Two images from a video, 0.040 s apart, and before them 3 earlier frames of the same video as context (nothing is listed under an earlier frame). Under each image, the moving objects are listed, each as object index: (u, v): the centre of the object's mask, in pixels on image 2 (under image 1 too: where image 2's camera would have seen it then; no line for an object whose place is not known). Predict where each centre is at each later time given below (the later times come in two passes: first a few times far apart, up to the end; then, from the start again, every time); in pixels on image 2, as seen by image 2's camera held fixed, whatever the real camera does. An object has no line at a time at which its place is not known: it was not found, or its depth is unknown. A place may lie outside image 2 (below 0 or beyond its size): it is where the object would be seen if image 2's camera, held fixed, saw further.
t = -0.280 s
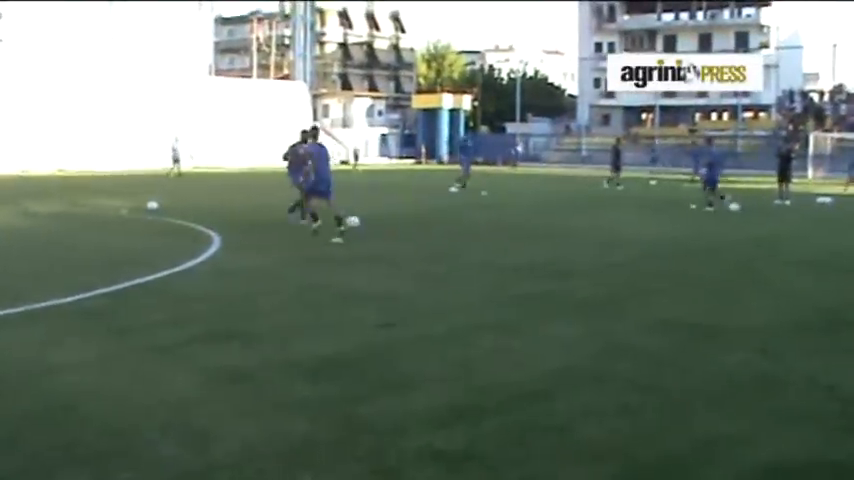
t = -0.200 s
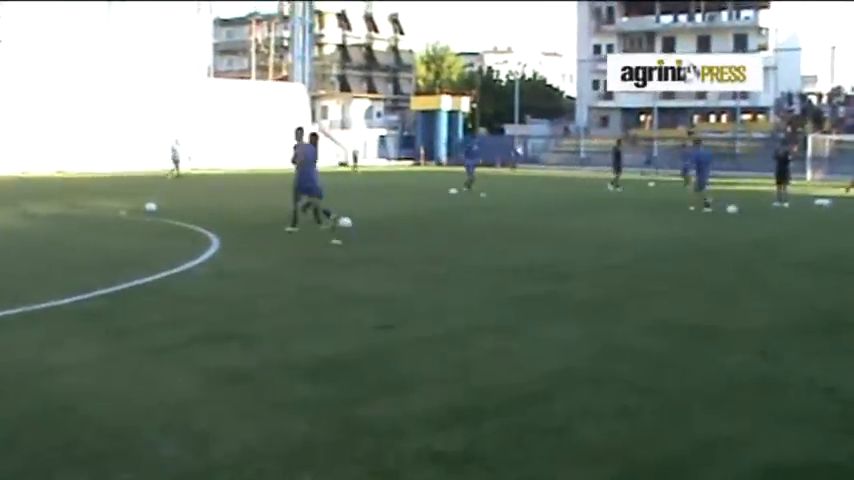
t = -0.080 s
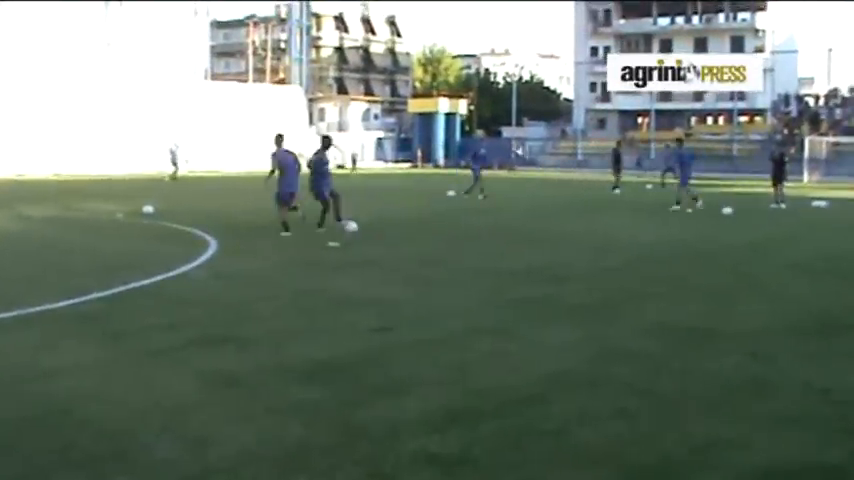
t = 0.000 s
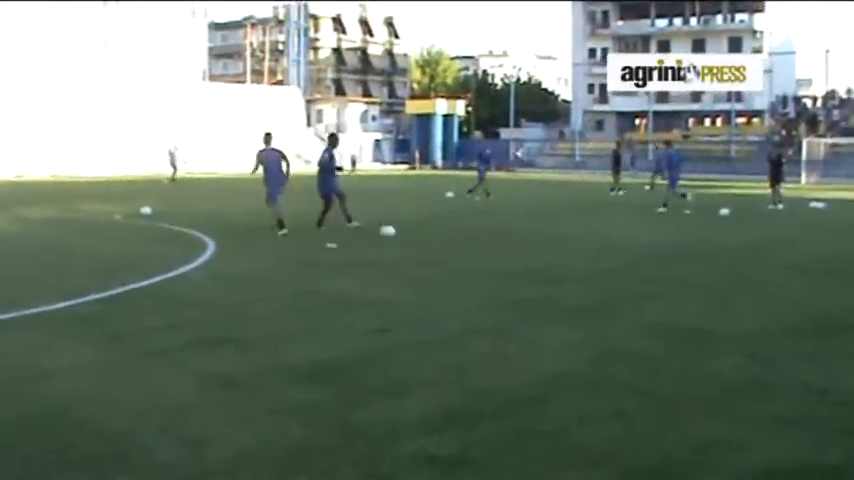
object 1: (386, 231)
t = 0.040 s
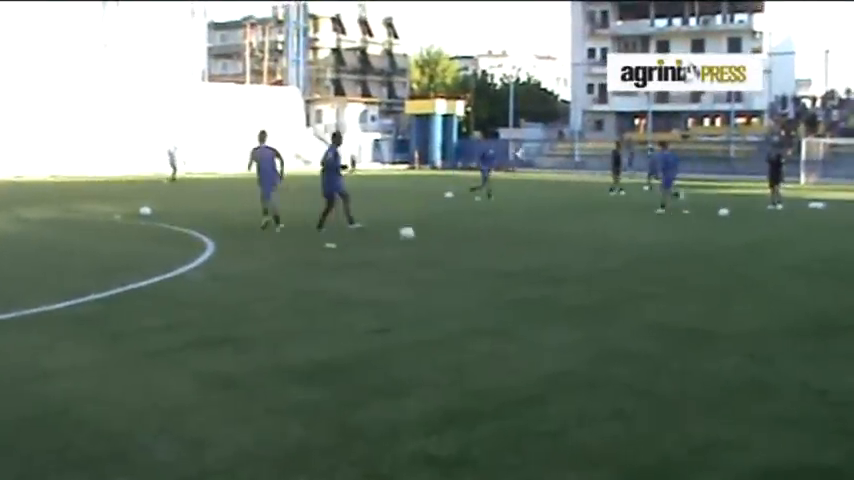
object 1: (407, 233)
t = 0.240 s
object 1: (514, 248)
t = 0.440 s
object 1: (623, 260)
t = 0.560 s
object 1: (681, 267)
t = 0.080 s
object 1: (427, 235)
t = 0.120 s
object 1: (449, 239)
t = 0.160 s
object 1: (472, 245)
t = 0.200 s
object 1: (494, 247)
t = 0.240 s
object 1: (514, 248)
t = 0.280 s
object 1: (537, 250)
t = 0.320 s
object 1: (558, 253)
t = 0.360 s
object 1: (581, 257)
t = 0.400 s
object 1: (604, 260)
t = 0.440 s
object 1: (623, 260)
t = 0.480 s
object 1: (644, 261)
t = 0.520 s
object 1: (665, 264)
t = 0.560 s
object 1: (681, 267)
